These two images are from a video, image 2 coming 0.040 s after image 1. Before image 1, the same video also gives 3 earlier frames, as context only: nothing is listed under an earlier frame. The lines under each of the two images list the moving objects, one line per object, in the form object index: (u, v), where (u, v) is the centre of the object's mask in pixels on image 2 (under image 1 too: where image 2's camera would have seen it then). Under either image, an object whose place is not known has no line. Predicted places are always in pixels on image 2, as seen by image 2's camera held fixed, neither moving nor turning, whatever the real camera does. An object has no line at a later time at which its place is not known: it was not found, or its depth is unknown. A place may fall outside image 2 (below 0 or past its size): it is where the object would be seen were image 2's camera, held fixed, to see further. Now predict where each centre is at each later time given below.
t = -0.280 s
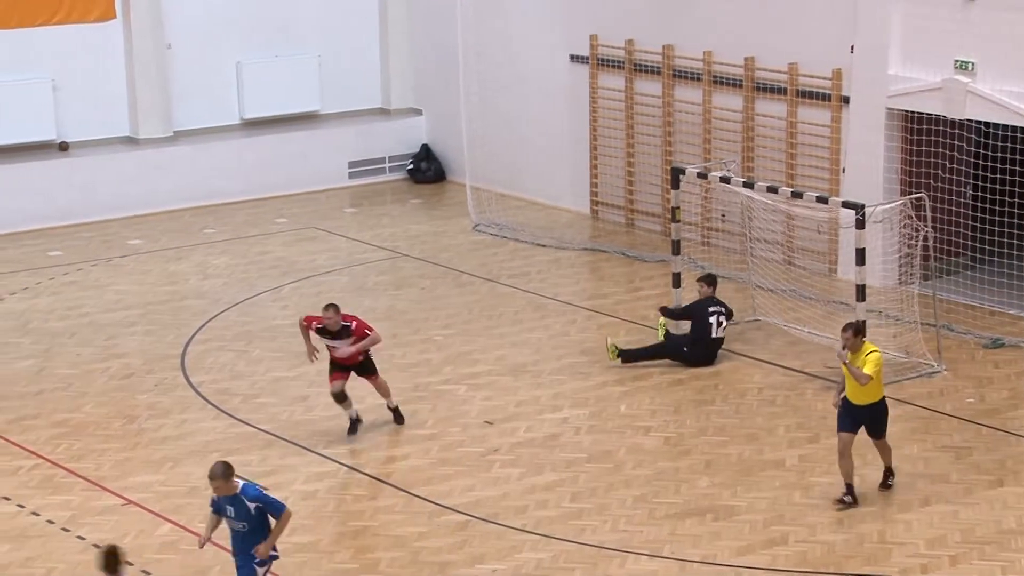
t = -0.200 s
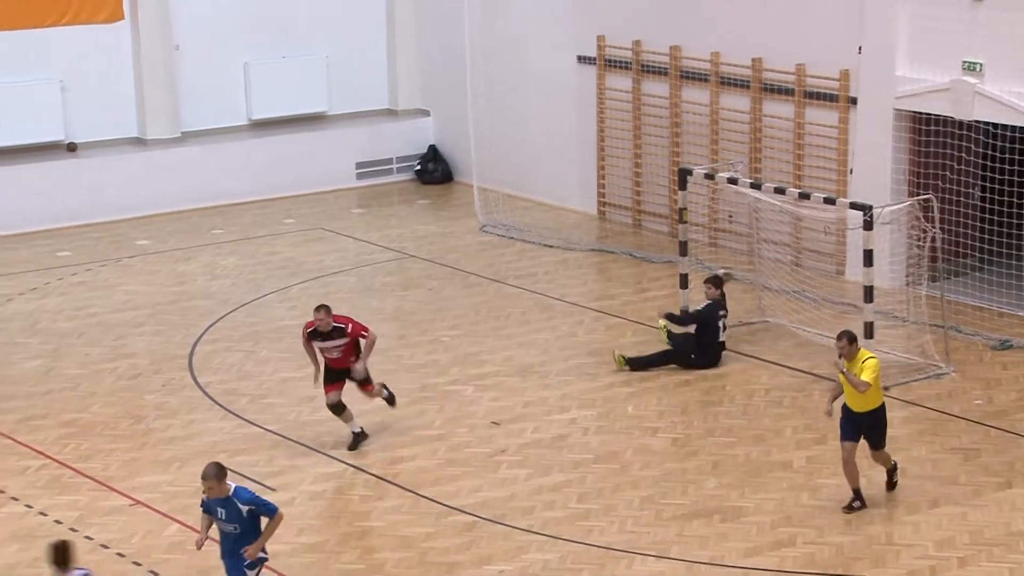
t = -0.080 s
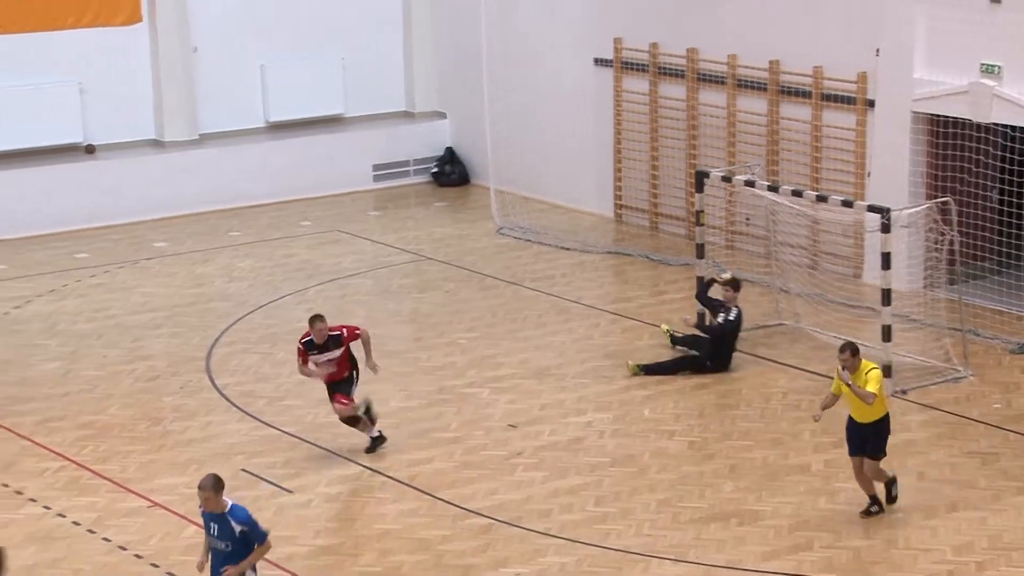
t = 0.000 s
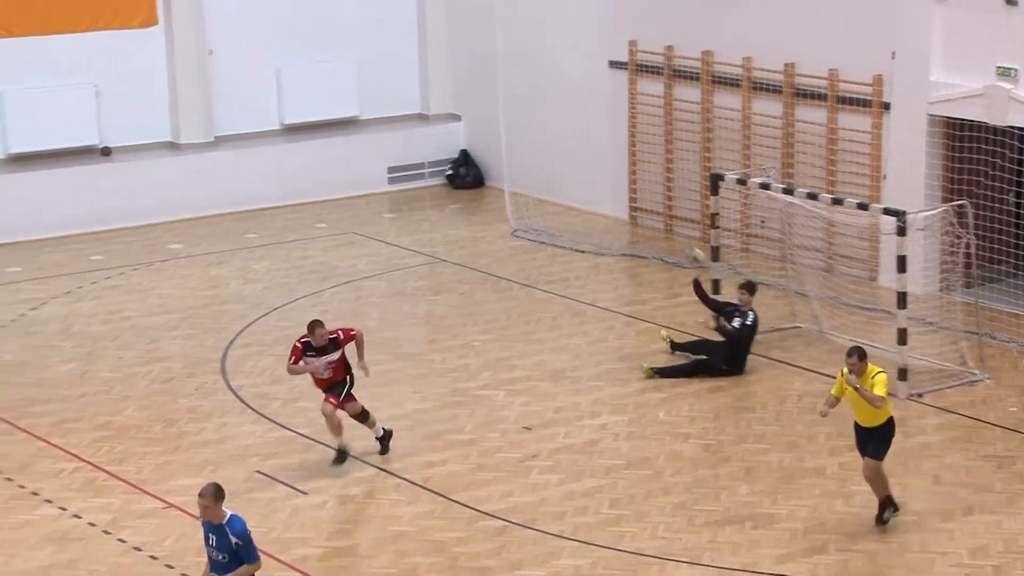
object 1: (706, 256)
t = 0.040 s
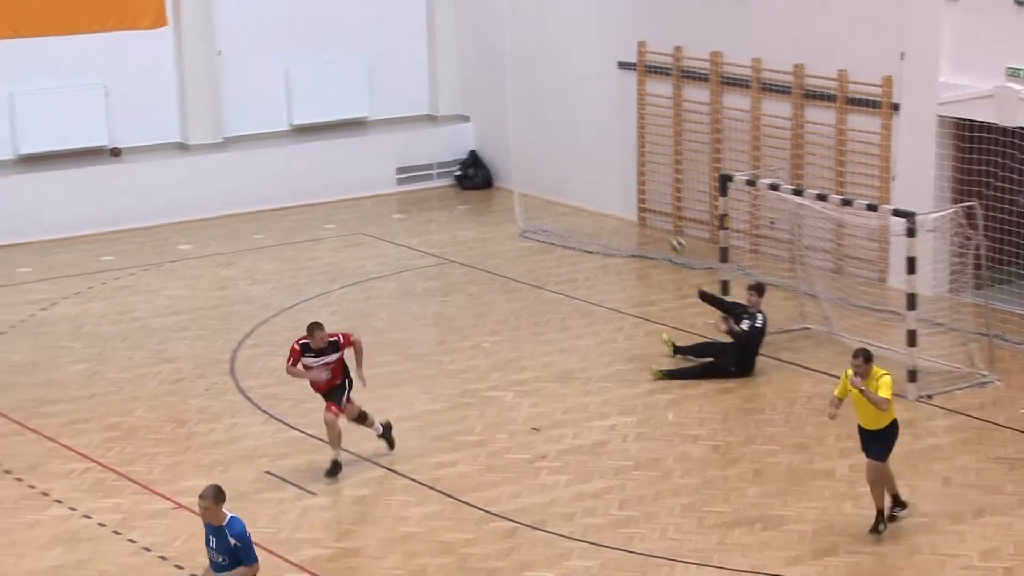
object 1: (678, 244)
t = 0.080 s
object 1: (649, 231)
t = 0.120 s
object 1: (622, 223)
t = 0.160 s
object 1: (595, 214)
